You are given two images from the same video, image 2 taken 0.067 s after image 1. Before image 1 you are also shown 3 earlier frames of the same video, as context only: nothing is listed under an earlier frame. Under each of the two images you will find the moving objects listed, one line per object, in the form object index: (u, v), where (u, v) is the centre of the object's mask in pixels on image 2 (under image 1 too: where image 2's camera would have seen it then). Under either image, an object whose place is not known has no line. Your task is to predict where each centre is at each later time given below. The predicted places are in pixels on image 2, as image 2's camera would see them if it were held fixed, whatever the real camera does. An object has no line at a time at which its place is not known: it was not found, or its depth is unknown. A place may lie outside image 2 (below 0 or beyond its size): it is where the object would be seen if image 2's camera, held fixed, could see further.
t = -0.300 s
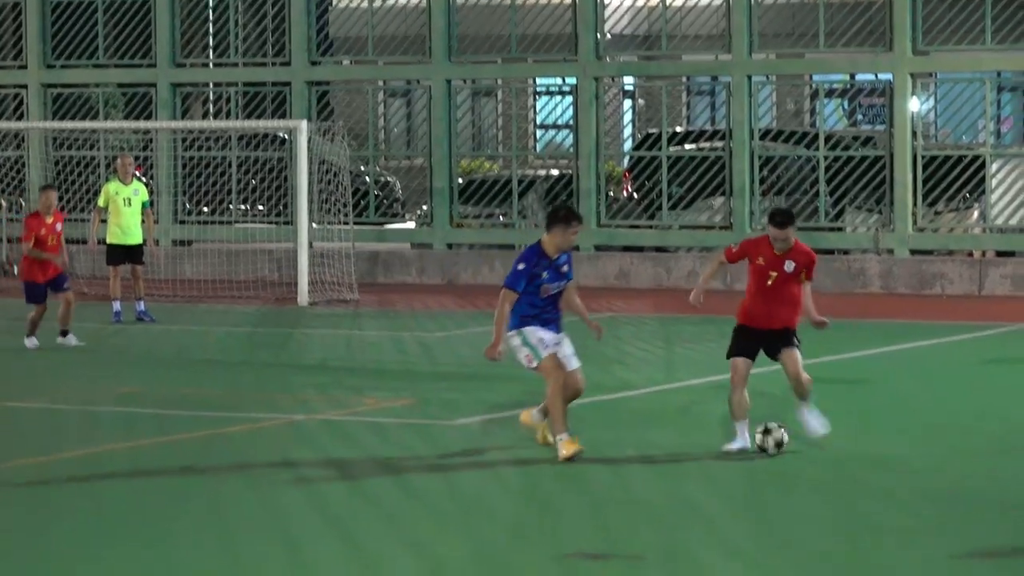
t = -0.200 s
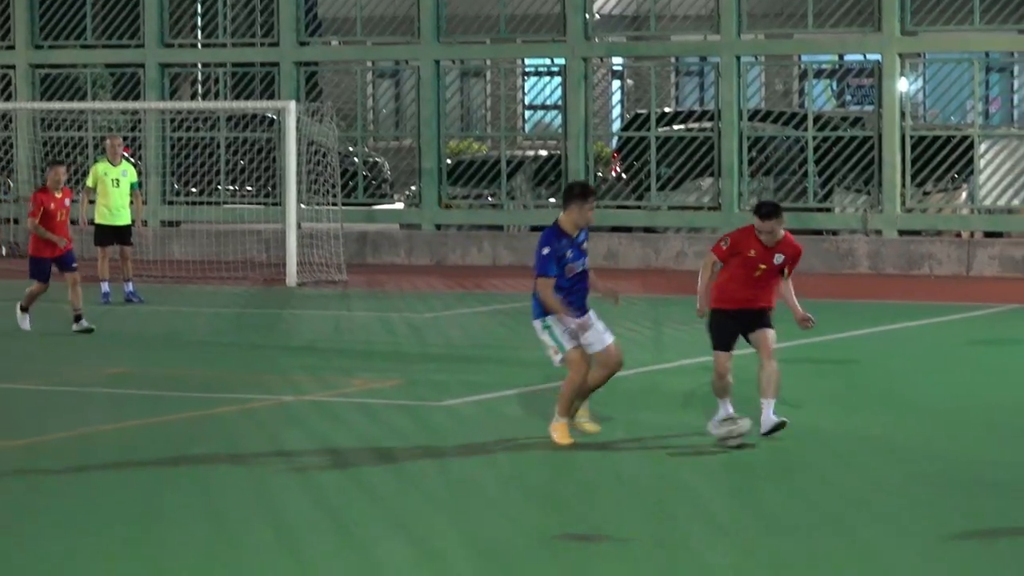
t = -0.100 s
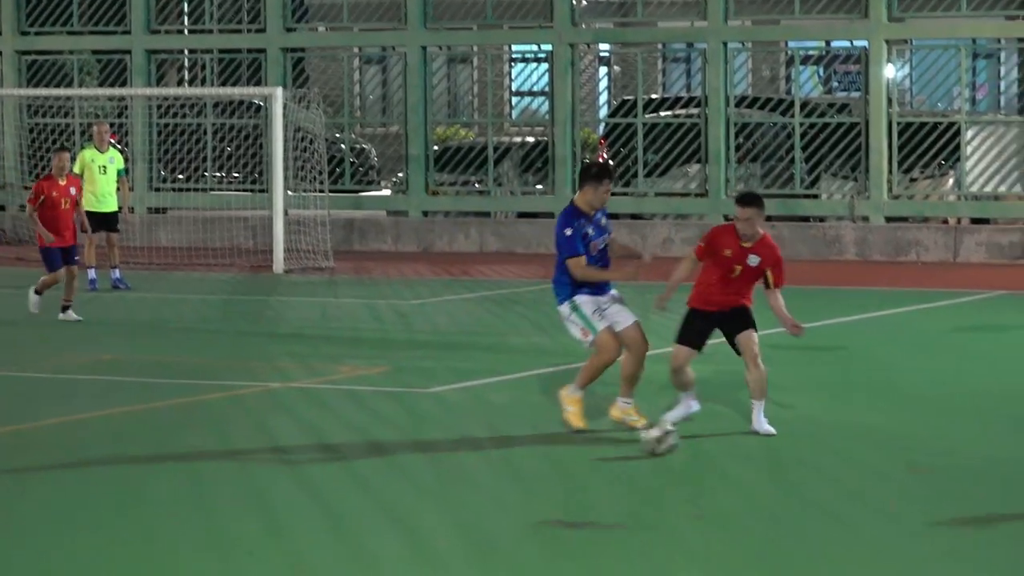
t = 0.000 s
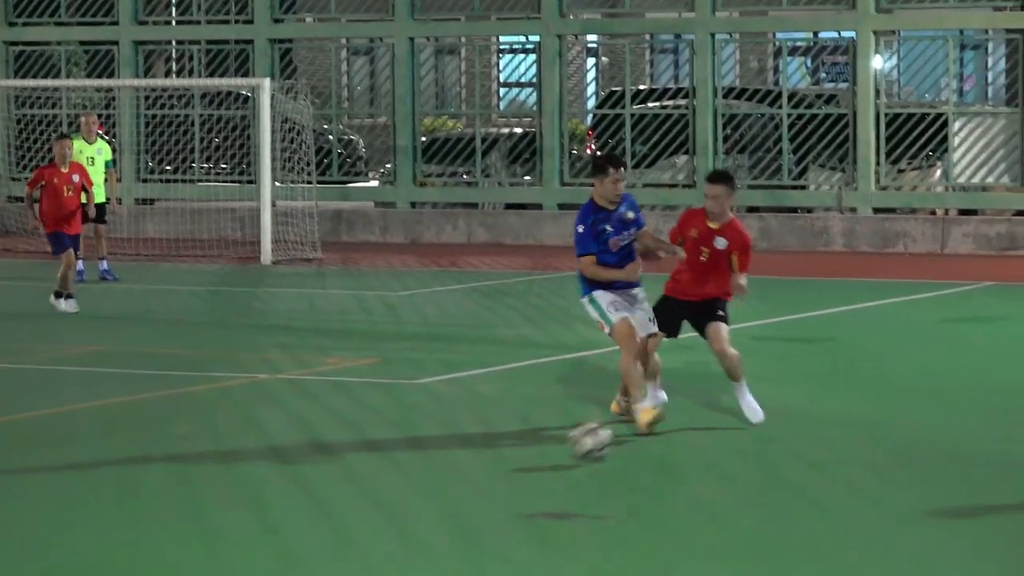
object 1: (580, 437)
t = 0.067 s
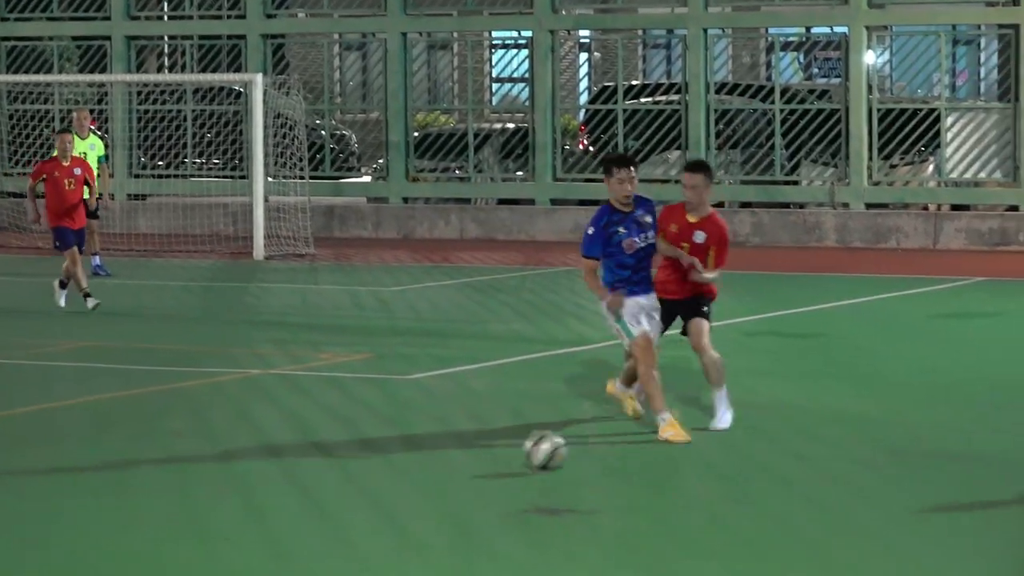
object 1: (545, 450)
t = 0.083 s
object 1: (537, 450)
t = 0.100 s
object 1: (527, 448)
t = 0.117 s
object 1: (519, 449)
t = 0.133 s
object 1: (514, 451)
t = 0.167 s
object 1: (499, 455)
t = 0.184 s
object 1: (489, 459)
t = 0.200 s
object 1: (480, 462)
